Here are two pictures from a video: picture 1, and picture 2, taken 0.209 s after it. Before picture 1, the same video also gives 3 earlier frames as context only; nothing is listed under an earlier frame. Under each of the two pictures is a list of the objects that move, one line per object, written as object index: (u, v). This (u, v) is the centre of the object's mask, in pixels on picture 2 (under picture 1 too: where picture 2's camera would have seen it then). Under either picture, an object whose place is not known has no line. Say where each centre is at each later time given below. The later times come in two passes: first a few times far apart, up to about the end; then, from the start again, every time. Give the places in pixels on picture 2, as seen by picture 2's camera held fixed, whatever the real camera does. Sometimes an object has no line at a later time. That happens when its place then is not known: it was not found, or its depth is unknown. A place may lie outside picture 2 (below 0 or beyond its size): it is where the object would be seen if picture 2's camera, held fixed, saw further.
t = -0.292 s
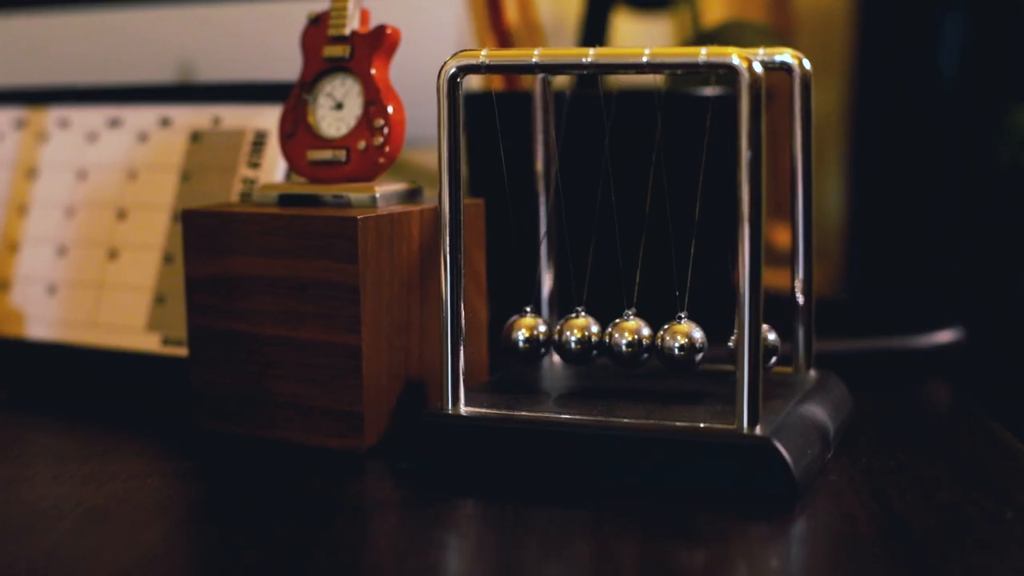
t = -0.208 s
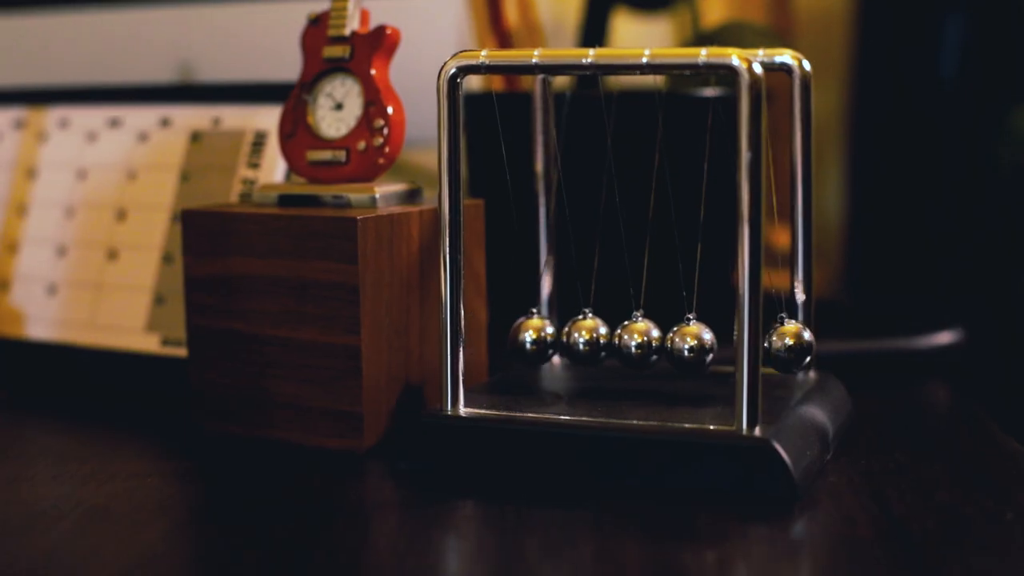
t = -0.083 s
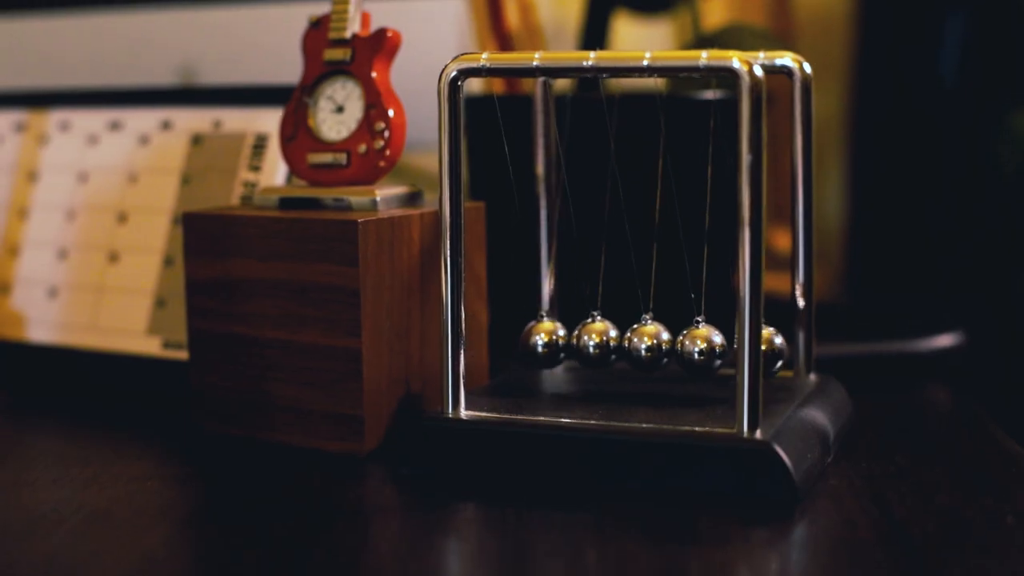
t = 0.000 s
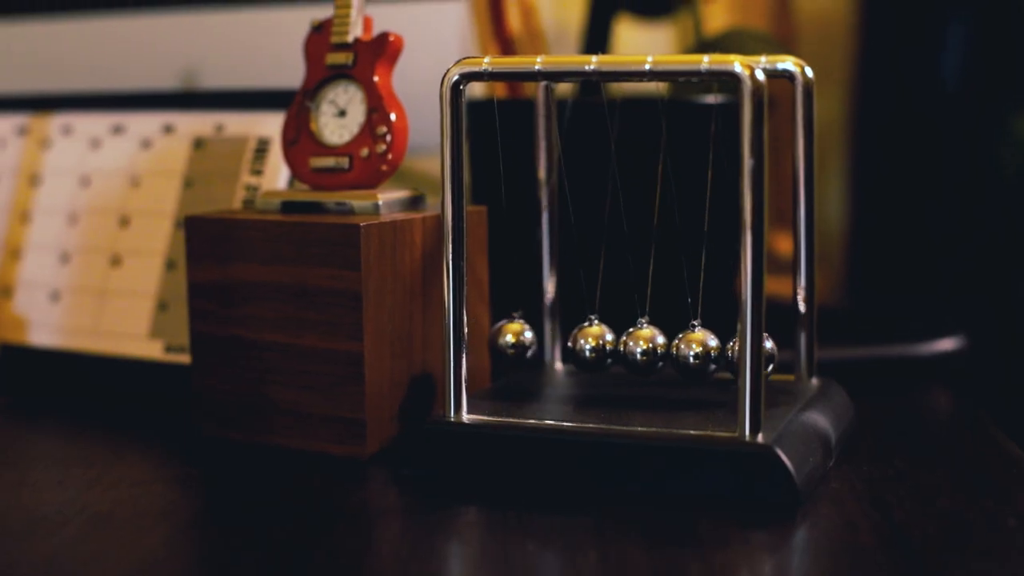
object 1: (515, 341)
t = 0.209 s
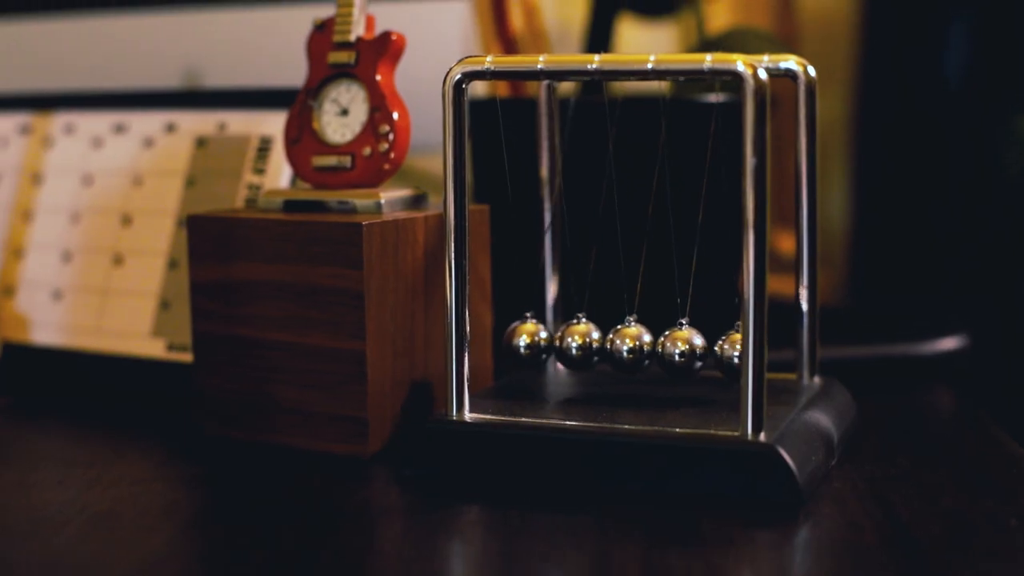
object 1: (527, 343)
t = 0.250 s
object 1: (530, 344)
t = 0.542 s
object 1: (512, 341)
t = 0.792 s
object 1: (530, 344)
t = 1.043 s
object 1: (524, 344)
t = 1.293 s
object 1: (526, 343)
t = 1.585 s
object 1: (522, 344)
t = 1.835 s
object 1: (525, 344)
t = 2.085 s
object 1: (531, 345)
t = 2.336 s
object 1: (520, 343)
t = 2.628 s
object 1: (529, 343)
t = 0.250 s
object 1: (530, 344)
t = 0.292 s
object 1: (535, 344)
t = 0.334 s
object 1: (540, 344)
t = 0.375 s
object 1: (545, 345)
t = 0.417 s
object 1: (549, 345)
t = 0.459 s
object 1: (549, 345)
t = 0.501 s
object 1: (530, 343)
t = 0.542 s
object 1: (512, 341)
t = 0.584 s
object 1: (501, 339)
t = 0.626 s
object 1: (499, 338)
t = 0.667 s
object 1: (506, 339)
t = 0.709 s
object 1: (521, 343)
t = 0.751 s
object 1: (527, 344)
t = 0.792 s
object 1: (530, 344)
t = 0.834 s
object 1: (536, 344)
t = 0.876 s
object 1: (542, 344)
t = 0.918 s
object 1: (547, 345)
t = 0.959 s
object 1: (550, 345)
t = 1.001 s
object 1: (543, 345)
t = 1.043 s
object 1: (524, 344)
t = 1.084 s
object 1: (510, 340)
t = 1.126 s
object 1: (503, 339)
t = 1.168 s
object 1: (503, 339)
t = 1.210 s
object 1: (513, 341)
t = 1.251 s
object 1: (524, 343)
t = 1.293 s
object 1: (526, 343)
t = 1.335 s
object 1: (530, 344)
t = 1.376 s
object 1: (536, 344)
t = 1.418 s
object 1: (542, 345)
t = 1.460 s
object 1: (548, 346)
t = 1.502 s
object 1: (550, 346)
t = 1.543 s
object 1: (537, 345)
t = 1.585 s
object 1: (522, 344)
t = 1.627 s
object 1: (511, 342)
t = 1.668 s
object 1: (507, 339)
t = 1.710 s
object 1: (510, 341)
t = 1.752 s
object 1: (520, 343)
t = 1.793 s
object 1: (523, 344)
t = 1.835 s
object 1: (525, 344)
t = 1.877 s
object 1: (529, 345)
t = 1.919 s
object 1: (536, 345)
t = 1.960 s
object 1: (543, 345)
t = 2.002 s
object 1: (550, 345)
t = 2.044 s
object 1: (546, 345)
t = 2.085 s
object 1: (531, 345)
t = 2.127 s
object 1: (519, 344)
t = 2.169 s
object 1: (513, 341)
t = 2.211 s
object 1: (511, 342)
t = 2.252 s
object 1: (516, 344)
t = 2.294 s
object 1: (520, 344)
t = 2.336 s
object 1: (520, 343)
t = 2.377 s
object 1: (523, 344)
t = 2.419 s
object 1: (529, 345)
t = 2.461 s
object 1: (538, 344)
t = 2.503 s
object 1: (546, 345)
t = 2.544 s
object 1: (551, 345)
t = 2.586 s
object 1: (540, 344)
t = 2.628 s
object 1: (529, 343)
